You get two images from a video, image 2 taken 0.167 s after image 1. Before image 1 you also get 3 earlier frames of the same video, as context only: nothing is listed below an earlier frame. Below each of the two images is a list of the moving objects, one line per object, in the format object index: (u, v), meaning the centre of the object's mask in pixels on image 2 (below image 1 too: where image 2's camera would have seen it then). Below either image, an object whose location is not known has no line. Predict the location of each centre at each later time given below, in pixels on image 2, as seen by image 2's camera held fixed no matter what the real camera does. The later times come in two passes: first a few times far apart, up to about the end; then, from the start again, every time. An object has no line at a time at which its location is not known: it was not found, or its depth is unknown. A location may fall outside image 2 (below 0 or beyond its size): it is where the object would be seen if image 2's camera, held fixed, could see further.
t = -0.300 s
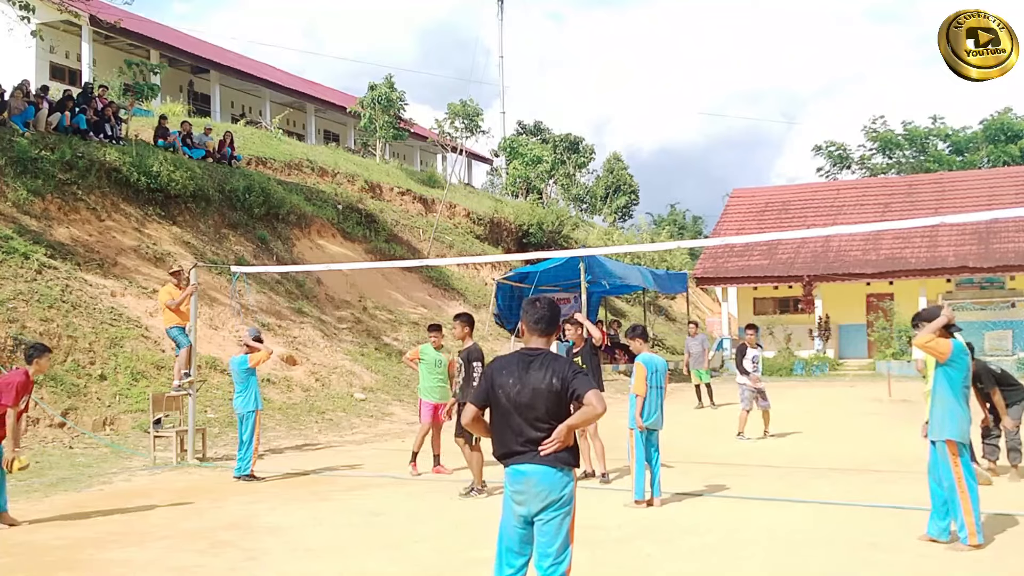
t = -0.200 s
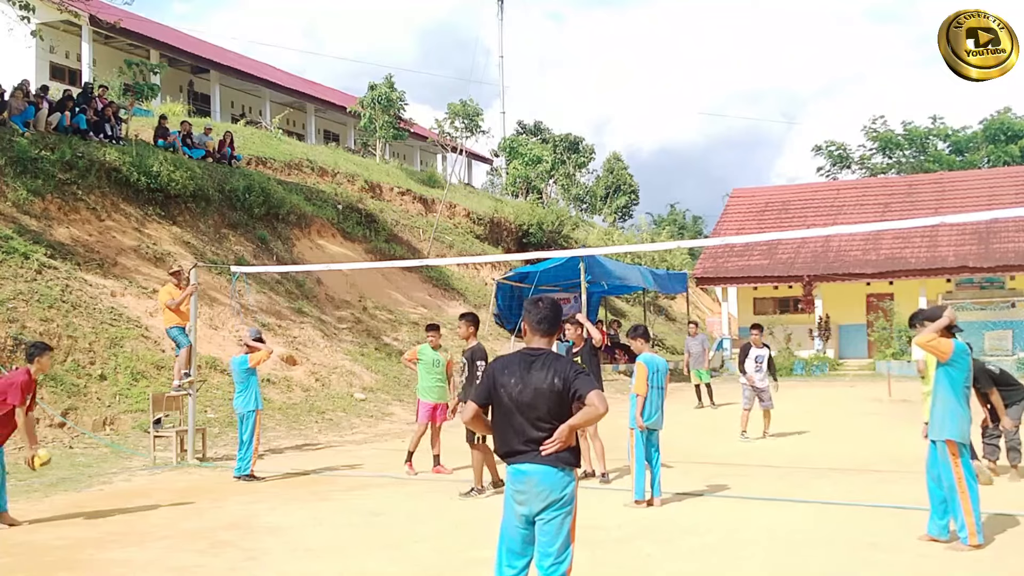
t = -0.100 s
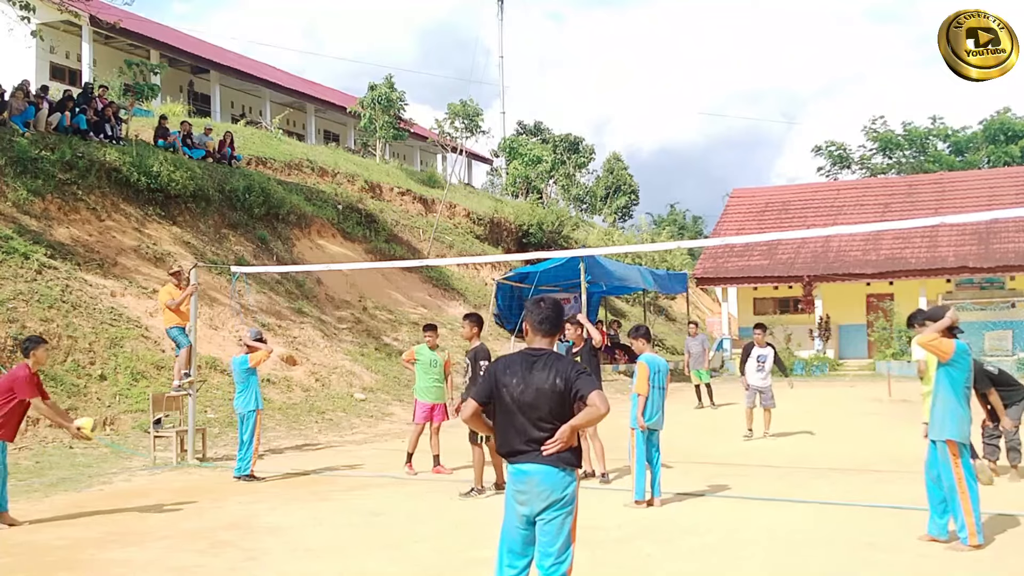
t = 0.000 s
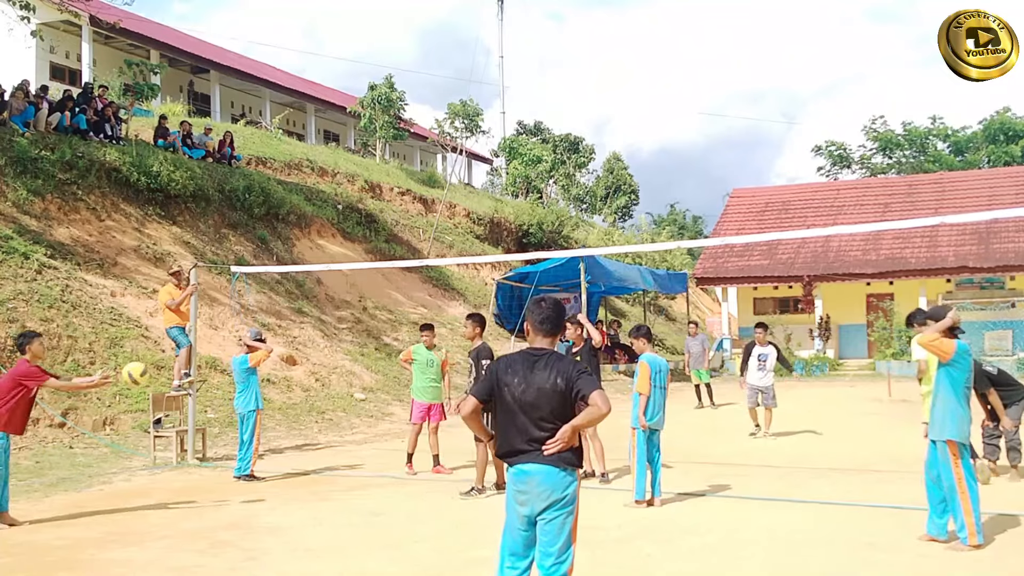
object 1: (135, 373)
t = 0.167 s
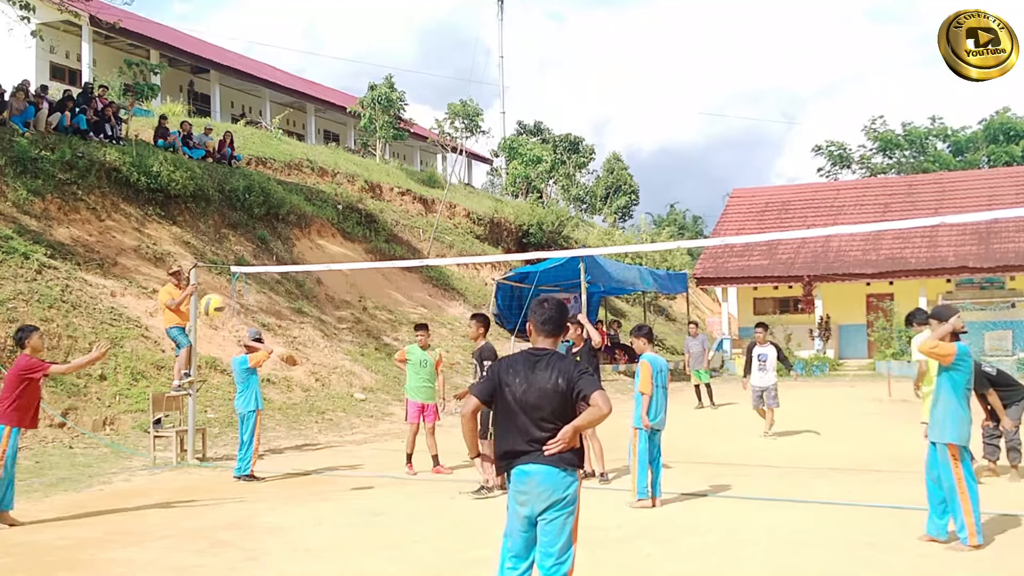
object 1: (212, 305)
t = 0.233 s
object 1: (242, 289)
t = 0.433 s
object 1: (325, 266)
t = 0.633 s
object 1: (403, 286)
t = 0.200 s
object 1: (227, 296)
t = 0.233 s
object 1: (242, 289)
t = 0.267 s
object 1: (256, 282)
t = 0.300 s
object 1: (270, 276)
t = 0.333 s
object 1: (284, 272)
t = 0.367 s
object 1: (297, 269)
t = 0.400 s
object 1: (312, 267)
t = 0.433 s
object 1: (325, 266)
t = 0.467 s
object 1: (338, 267)
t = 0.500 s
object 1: (351, 269)
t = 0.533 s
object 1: (364, 272)
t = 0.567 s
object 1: (378, 276)
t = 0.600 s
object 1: (391, 280)
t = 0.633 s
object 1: (403, 286)
